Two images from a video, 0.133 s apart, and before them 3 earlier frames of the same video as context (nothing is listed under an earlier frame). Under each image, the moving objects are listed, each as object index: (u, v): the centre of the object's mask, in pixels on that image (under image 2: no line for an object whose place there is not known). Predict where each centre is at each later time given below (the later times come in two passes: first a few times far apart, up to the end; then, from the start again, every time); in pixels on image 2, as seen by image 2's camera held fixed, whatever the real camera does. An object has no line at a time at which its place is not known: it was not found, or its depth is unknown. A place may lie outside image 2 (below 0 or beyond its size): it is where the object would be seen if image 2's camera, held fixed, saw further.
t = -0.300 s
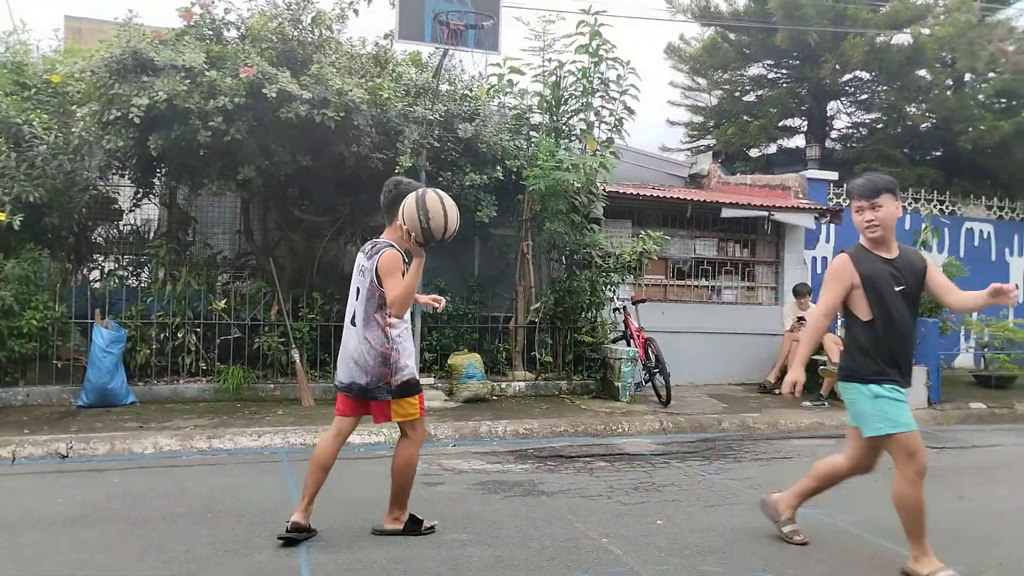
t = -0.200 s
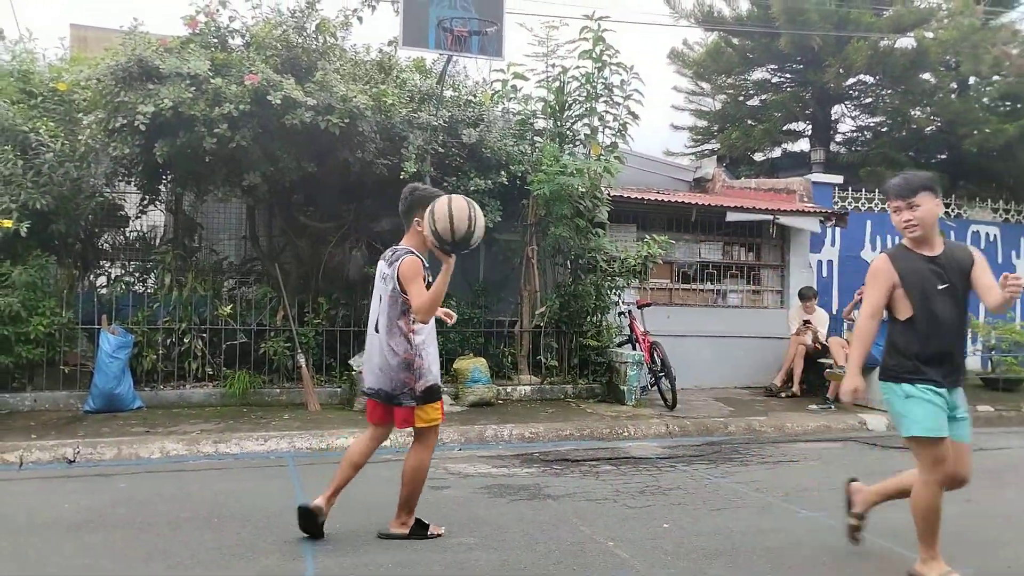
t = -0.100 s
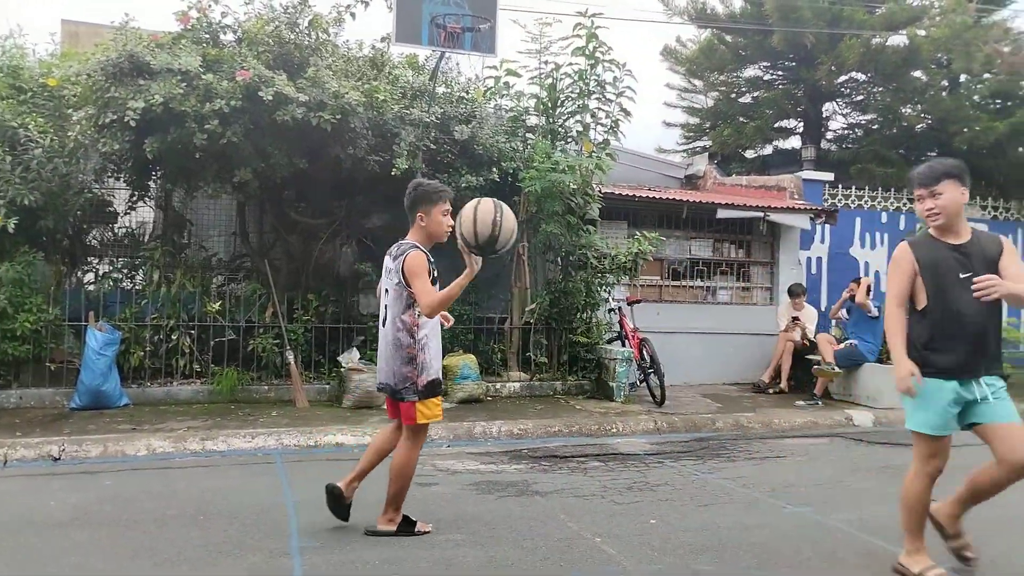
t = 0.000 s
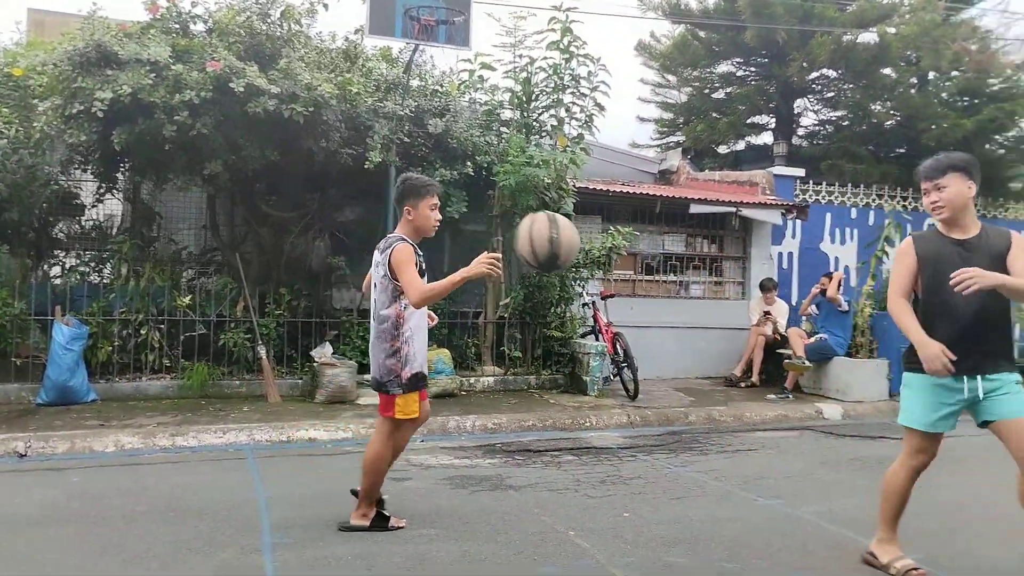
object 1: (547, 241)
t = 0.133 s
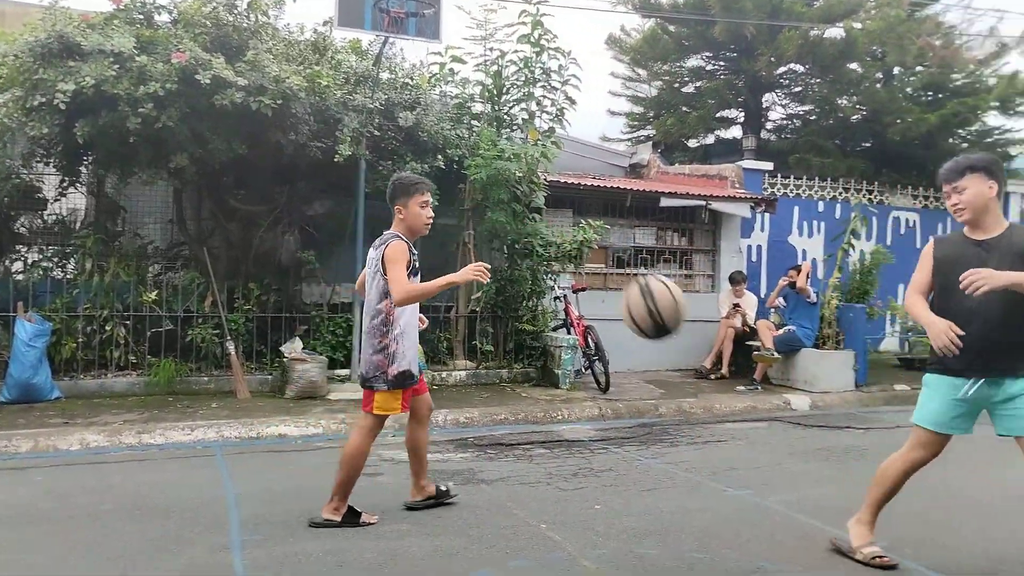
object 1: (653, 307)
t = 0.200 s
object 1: (726, 363)
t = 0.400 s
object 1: (933, 533)
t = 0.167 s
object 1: (689, 334)
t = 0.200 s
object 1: (726, 363)
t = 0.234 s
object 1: (761, 395)
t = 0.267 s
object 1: (800, 435)
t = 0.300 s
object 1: (838, 479)
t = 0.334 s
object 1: (878, 525)
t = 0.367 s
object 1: (913, 564)
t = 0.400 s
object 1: (933, 533)
